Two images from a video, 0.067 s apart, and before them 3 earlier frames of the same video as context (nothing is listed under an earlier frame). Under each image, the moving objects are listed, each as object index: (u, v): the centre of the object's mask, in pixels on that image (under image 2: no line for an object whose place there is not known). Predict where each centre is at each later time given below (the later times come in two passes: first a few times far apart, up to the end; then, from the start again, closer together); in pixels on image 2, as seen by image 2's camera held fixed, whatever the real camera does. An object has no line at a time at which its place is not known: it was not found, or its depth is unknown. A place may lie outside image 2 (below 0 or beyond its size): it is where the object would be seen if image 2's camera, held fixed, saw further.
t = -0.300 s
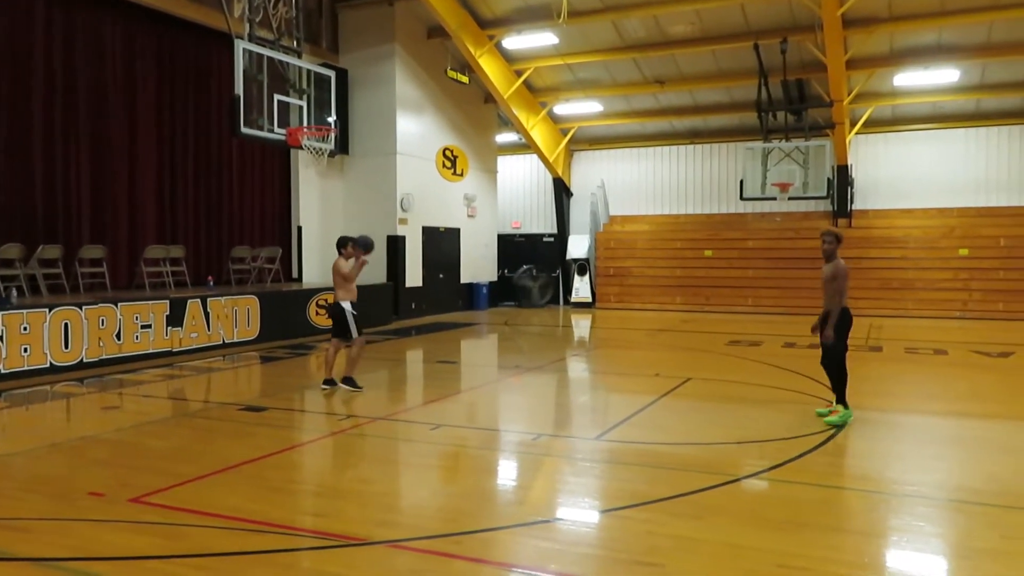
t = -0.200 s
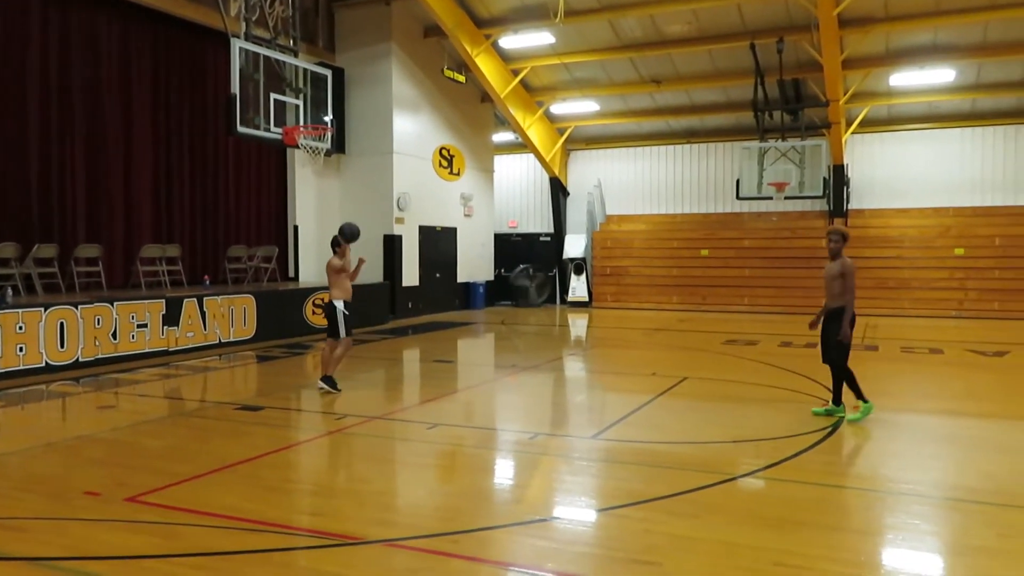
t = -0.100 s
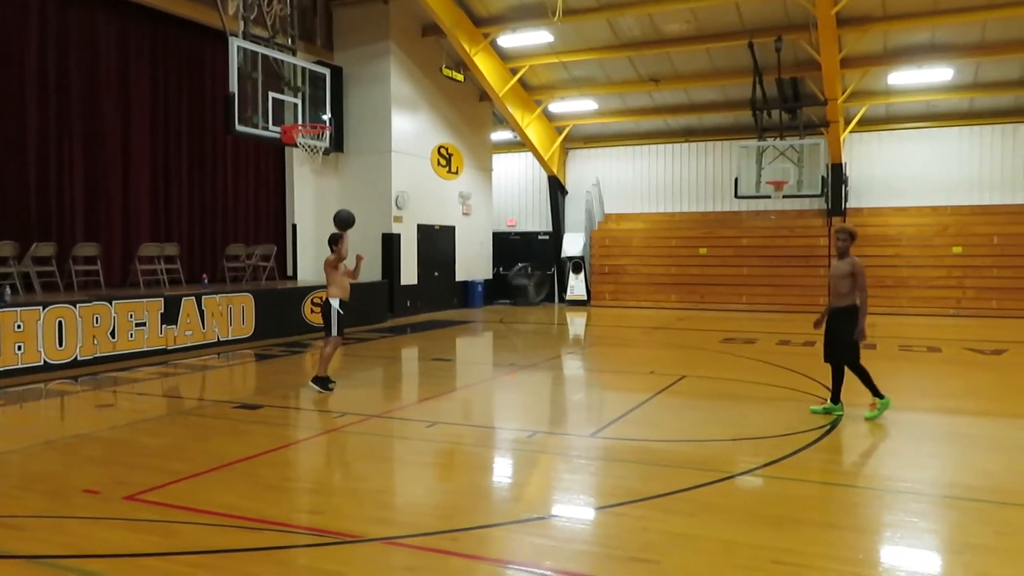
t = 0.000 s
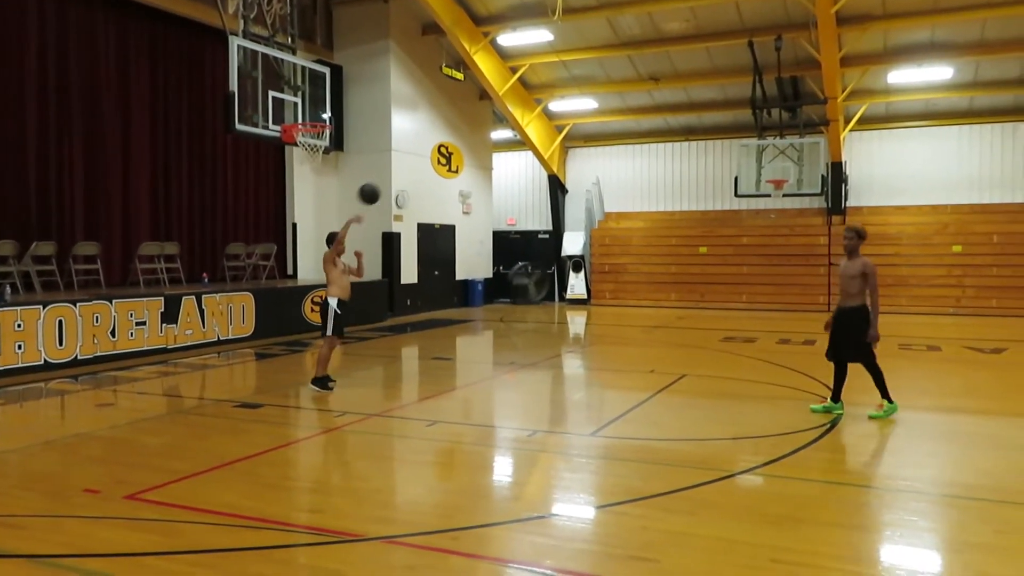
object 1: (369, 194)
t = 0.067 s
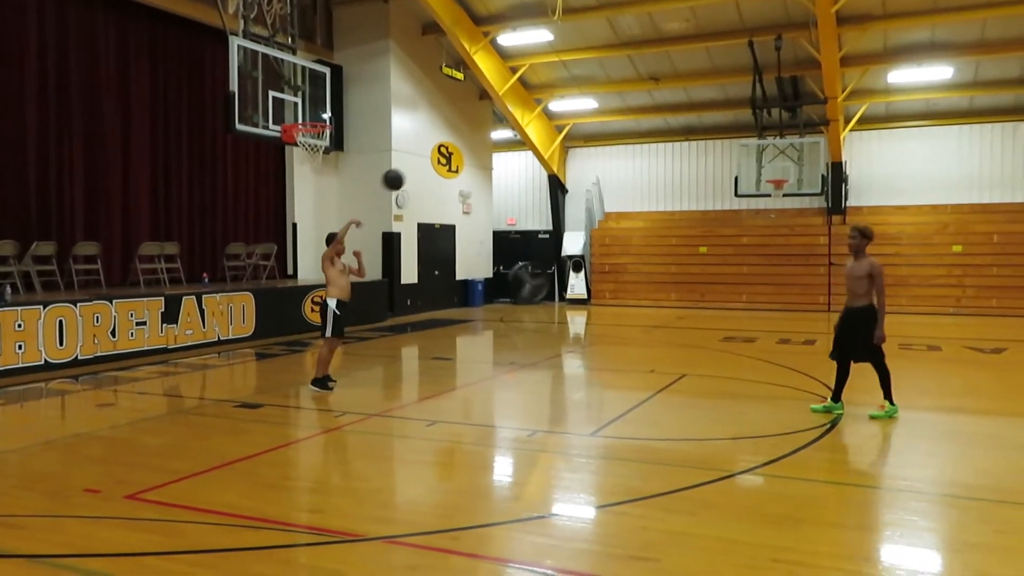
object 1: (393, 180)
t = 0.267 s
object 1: (469, 161)
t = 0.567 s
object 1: (591, 206)
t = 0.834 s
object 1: (709, 329)
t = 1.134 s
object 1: (804, 317)
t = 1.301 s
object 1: (845, 265)
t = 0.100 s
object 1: (405, 174)
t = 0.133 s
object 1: (418, 169)
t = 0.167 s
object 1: (430, 166)
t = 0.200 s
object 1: (443, 163)
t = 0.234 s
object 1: (456, 162)
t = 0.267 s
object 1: (469, 161)
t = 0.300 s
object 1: (482, 162)
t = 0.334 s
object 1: (495, 163)
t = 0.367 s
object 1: (508, 166)
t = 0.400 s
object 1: (522, 170)
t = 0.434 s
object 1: (535, 175)
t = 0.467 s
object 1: (550, 181)
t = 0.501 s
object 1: (565, 188)
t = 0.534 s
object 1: (577, 196)
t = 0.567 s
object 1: (591, 206)
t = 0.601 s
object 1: (606, 217)
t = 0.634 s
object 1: (620, 229)
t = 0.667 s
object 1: (634, 243)
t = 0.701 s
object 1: (649, 257)
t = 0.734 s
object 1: (664, 273)
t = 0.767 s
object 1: (678, 291)
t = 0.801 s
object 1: (693, 309)
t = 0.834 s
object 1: (709, 329)
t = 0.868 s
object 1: (724, 350)
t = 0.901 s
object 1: (739, 373)
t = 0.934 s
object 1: (755, 397)
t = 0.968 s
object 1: (765, 396)
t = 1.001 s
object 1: (772, 378)
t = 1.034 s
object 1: (780, 361)
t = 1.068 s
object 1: (788, 346)
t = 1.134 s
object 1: (804, 317)
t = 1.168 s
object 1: (810, 305)
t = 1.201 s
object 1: (821, 293)
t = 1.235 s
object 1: (828, 284)
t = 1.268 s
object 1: (837, 273)
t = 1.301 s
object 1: (845, 265)
